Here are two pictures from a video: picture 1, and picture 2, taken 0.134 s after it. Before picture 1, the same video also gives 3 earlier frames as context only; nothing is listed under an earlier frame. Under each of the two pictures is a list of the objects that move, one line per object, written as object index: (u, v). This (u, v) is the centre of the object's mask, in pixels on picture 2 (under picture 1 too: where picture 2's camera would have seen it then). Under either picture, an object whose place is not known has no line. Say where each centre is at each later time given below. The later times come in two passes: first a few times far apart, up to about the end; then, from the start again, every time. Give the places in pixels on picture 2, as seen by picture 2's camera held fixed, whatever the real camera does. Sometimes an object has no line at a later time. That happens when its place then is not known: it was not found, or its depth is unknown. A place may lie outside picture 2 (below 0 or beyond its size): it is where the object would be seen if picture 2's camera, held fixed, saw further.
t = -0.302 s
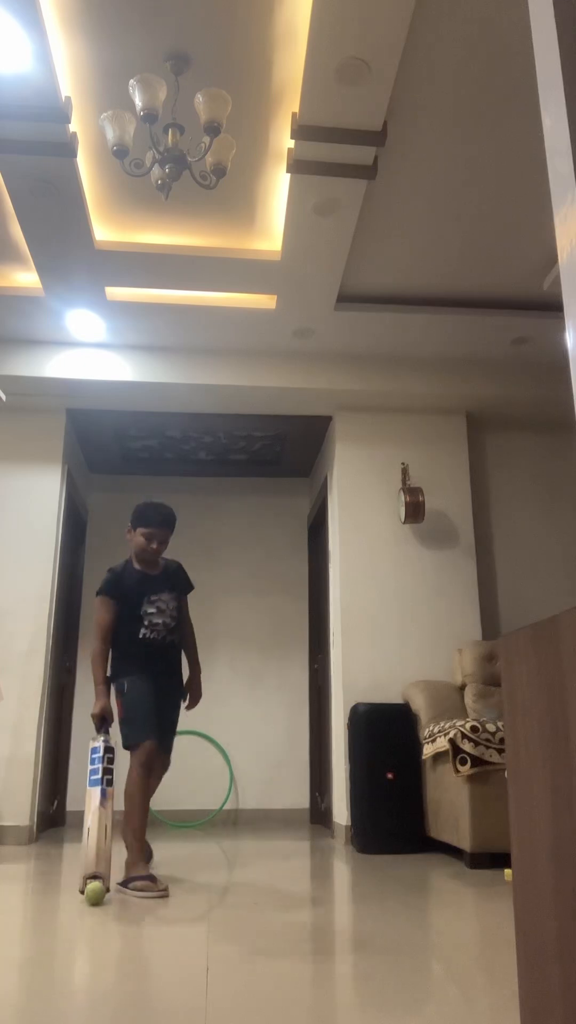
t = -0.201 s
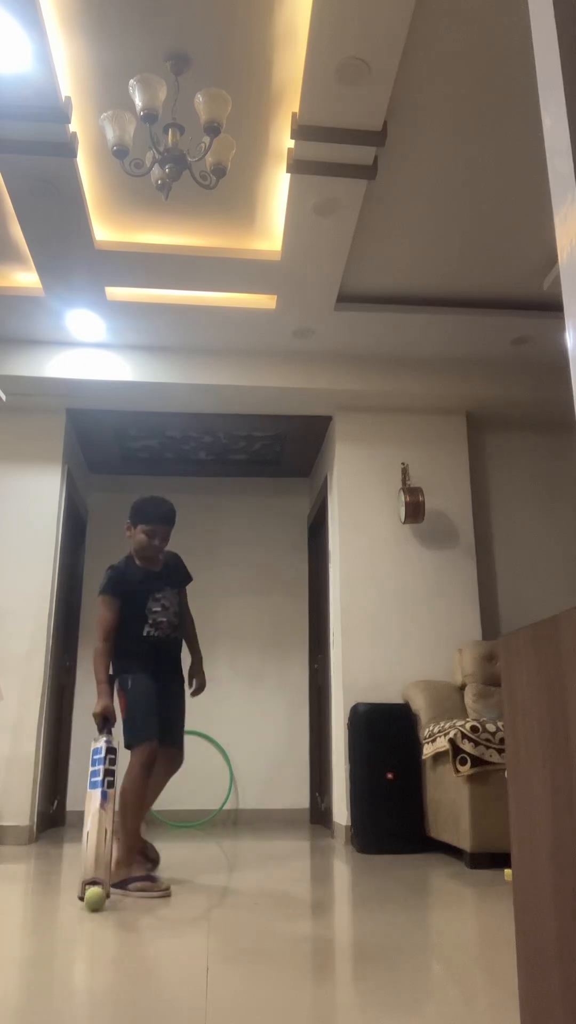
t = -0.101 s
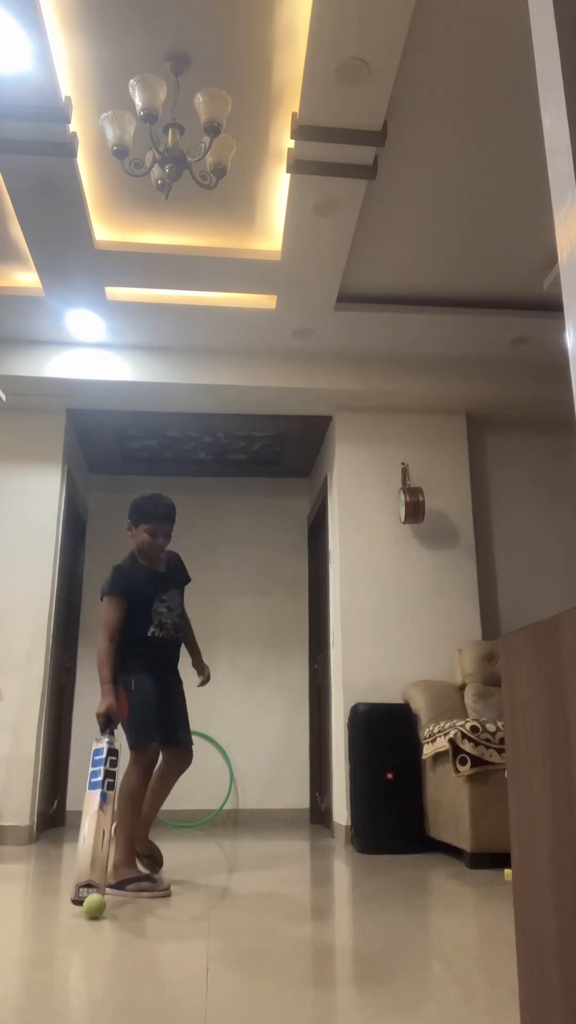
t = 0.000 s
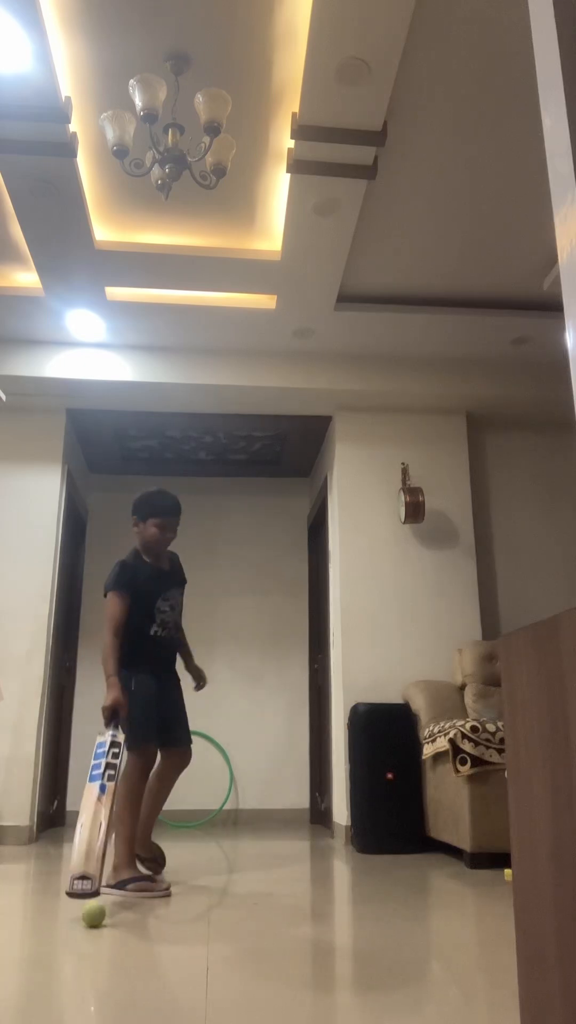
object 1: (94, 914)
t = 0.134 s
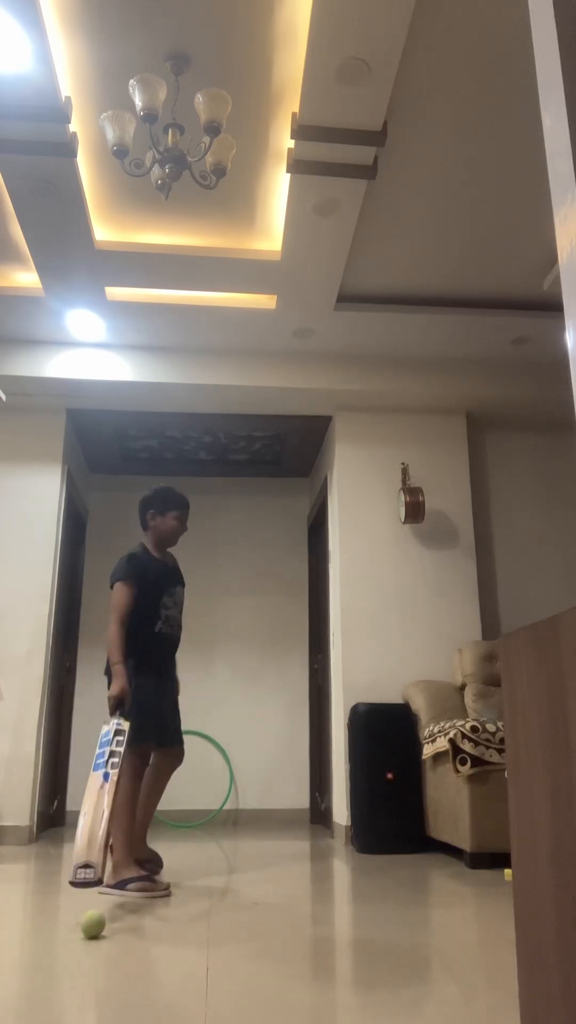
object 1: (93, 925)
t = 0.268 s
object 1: (93, 936)
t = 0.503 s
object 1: (90, 961)
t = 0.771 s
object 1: (87, 996)
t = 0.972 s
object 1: (87, 1016)
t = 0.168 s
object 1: (93, 927)
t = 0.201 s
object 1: (93, 930)
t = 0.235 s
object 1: (92, 933)
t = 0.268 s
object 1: (93, 936)
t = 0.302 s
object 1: (92, 940)
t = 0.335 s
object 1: (91, 943)
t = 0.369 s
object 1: (91, 946)
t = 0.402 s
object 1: (91, 950)
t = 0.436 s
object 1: (91, 952)
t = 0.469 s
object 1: (91, 956)
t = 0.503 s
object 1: (90, 961)
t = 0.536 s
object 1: (90, 965)
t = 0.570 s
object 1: (89, 969)
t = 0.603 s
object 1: (89, 973)
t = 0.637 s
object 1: (88, 976)
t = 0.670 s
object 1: (88, 981)
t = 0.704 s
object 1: (87, 986)
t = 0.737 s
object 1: (87, 991)
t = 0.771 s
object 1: (87, 996)
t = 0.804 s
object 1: (86, 1001)
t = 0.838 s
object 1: (86, 1004)
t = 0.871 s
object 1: (86, 1007)
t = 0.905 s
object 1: (86, 1010)
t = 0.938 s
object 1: (86, 1013)
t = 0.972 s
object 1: (87, 1016)
